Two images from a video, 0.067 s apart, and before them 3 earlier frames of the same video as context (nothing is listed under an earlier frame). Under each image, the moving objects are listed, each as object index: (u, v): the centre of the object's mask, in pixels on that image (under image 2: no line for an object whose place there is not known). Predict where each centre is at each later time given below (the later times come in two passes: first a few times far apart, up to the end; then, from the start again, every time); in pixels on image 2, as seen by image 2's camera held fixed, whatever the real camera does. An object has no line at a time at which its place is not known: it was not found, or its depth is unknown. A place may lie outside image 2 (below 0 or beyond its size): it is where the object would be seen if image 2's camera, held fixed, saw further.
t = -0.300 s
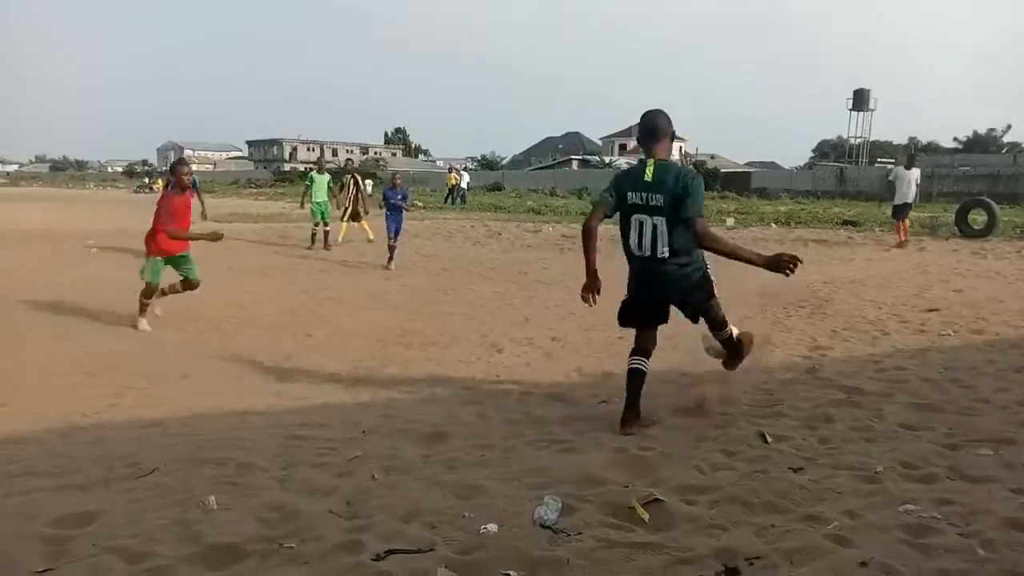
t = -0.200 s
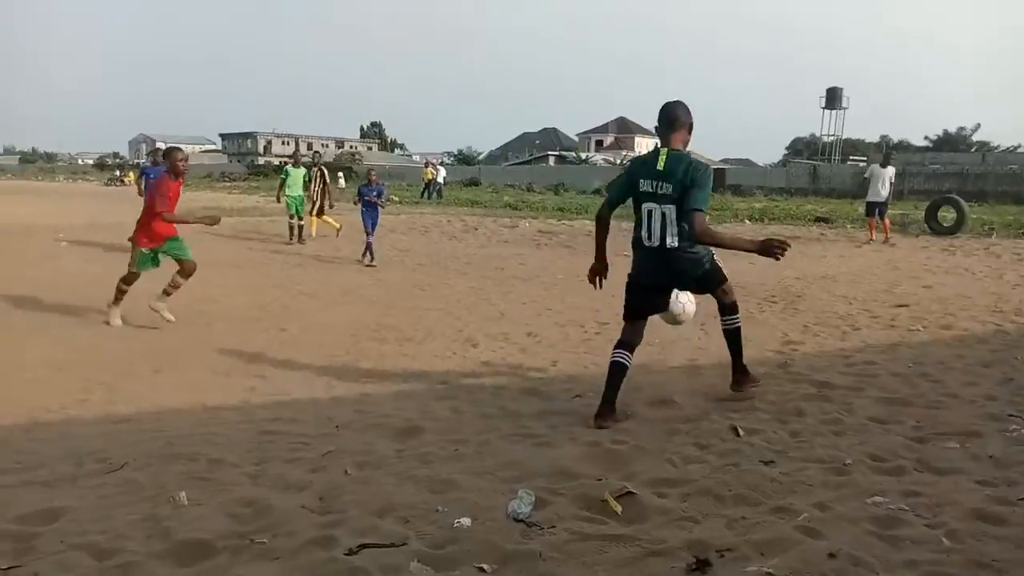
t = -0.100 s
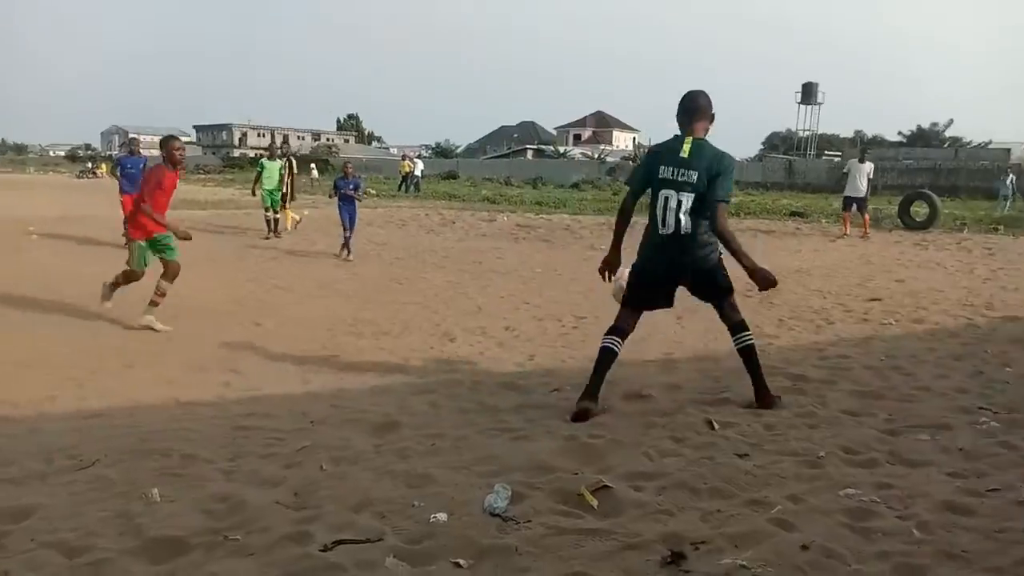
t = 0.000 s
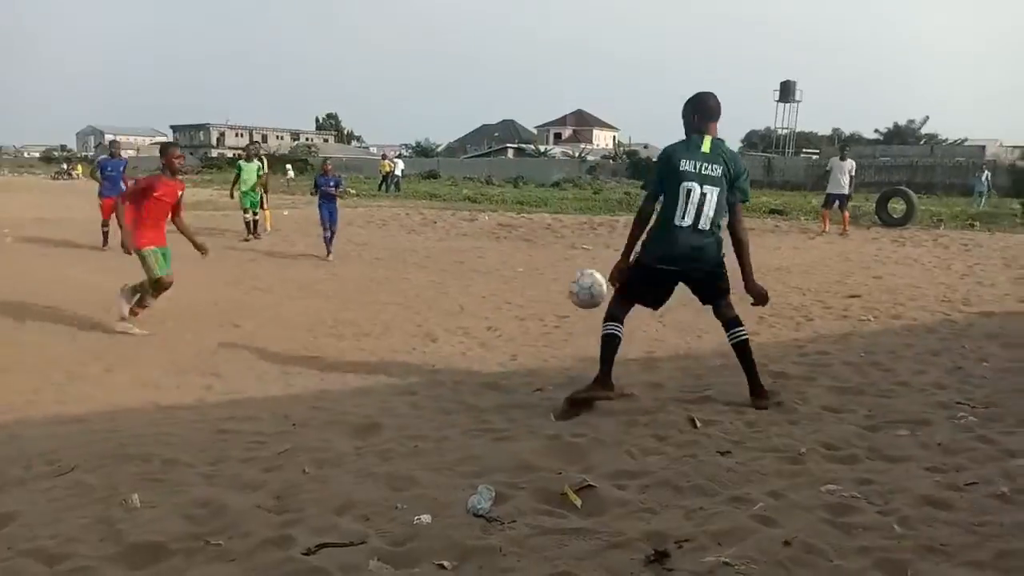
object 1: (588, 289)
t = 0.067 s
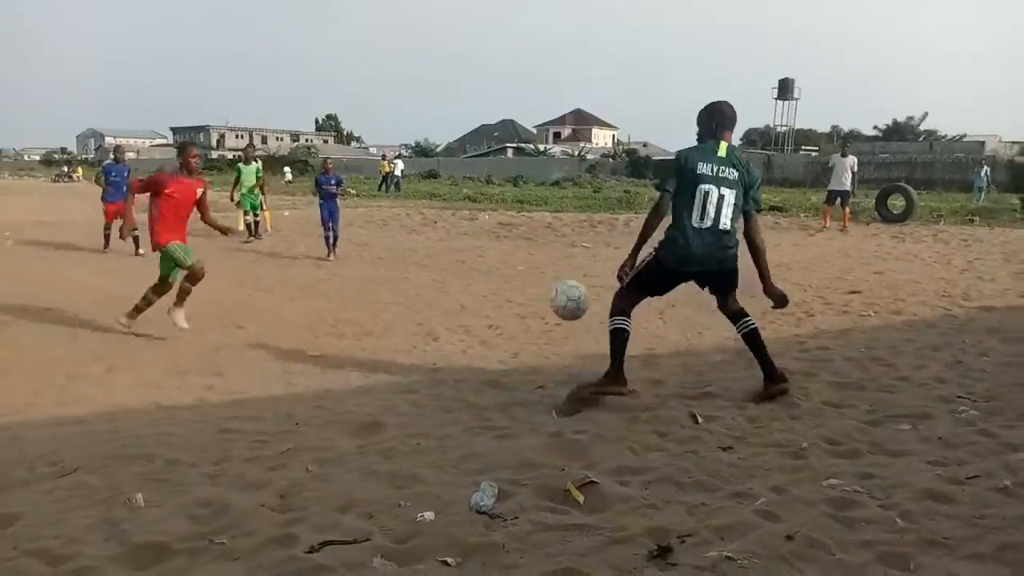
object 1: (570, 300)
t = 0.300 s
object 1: (520, 381)
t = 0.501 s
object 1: (527, 393)
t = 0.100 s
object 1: (560, 310)
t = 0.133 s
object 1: (553, 321)
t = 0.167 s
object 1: (543, 336)
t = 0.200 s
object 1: (533, 353)
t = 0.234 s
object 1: (525, 370)
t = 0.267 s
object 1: (519, 380)
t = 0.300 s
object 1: (520, 381)
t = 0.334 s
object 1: (522, 383)
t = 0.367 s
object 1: (523, 386)
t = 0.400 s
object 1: (523, 388)
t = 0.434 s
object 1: (524, 389)
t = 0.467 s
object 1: (525, 392)
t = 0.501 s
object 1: (527, 393)
